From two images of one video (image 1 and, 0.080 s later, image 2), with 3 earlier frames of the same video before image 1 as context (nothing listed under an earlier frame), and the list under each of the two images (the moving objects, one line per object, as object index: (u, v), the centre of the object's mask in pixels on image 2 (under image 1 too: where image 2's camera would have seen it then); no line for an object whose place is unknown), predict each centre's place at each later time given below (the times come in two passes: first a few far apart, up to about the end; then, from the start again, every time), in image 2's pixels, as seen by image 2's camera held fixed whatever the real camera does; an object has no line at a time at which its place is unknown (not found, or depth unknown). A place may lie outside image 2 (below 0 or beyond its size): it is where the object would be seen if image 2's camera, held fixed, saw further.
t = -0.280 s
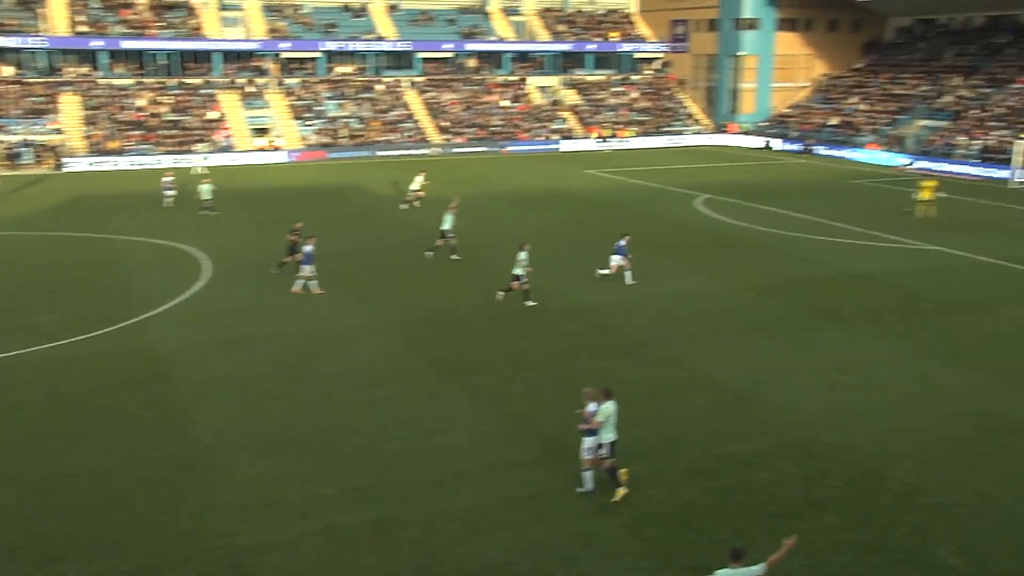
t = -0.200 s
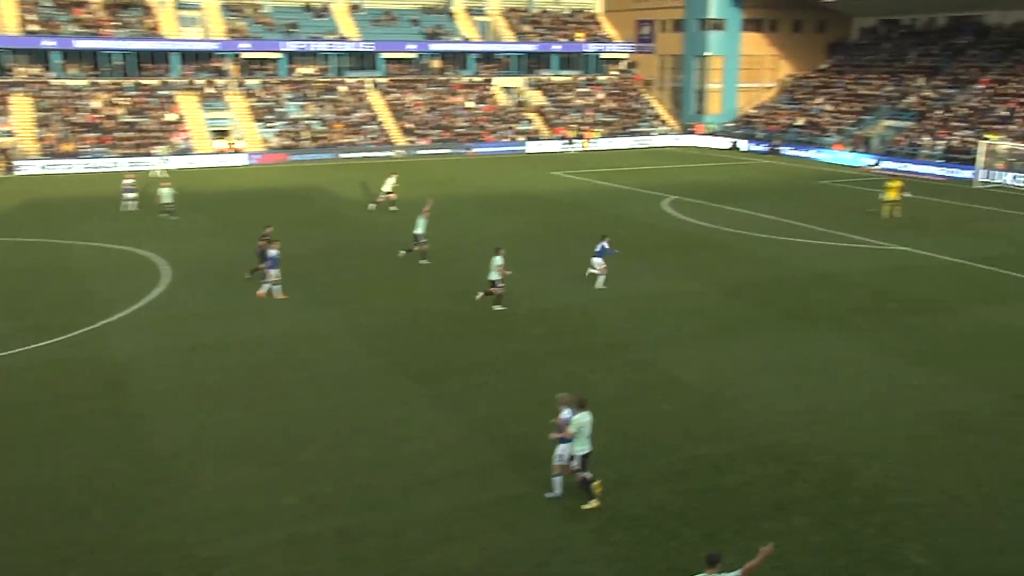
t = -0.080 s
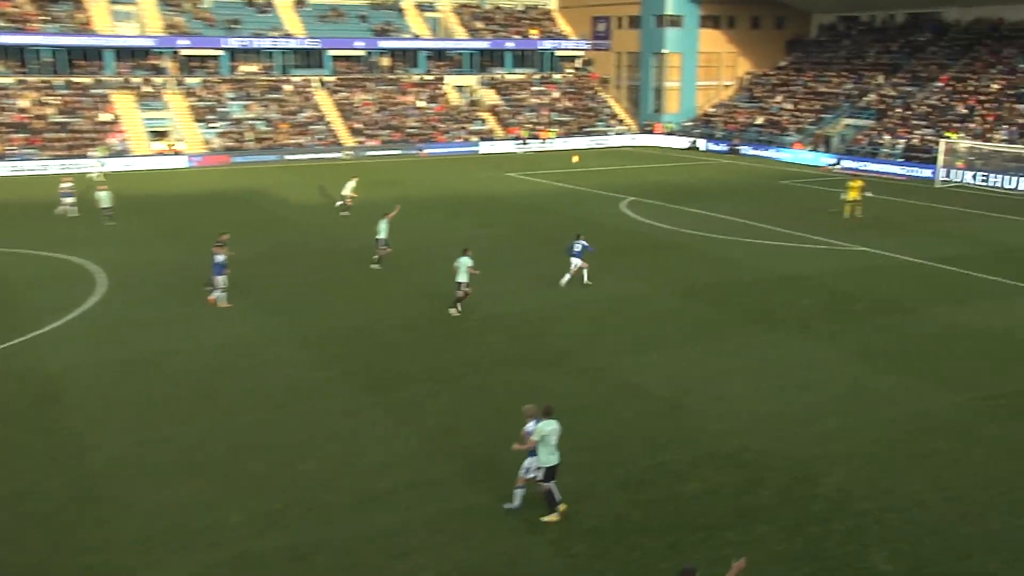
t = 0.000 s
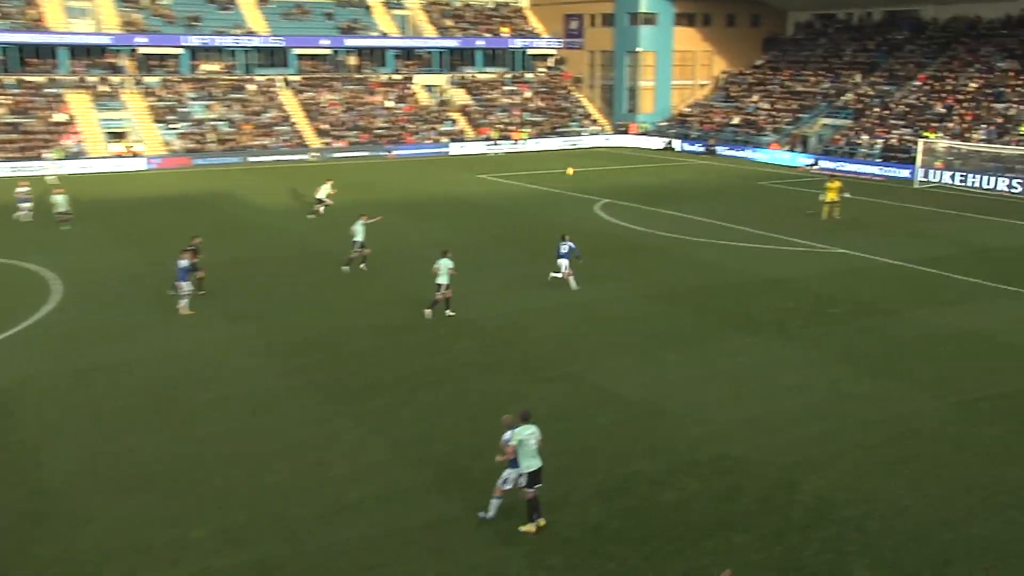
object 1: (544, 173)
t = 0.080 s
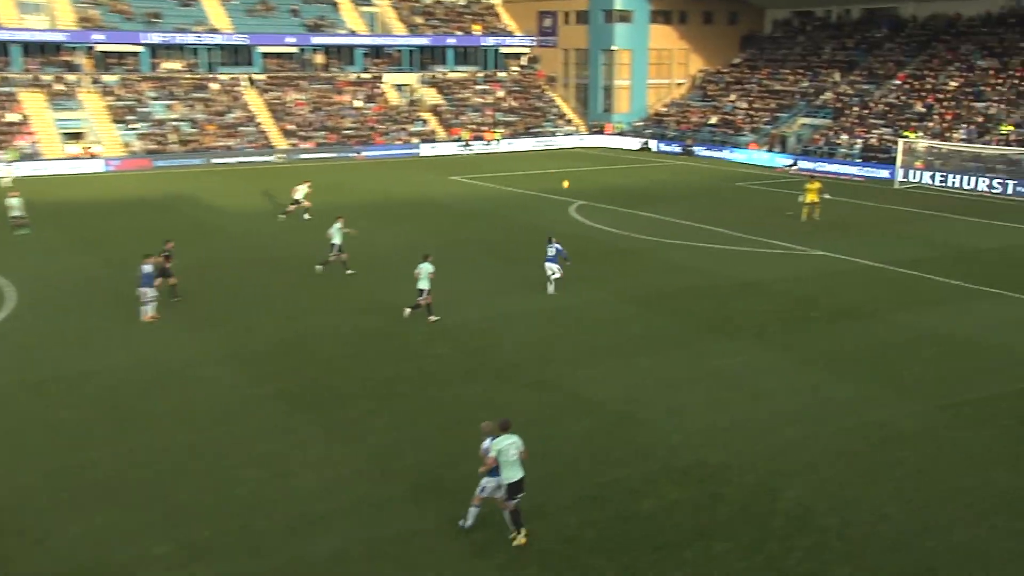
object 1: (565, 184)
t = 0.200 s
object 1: (595, 203)
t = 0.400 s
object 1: (638, 239)
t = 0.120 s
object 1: (575, 190)
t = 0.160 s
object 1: (585, 196)
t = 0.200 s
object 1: (595, 203)
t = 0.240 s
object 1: (604, 210)
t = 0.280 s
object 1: (613, 216)
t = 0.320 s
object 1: (622, 223)
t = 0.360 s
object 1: (630, 231)
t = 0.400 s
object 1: (638, 239)
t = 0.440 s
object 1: (646, 246)
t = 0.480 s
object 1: (654, 253)
